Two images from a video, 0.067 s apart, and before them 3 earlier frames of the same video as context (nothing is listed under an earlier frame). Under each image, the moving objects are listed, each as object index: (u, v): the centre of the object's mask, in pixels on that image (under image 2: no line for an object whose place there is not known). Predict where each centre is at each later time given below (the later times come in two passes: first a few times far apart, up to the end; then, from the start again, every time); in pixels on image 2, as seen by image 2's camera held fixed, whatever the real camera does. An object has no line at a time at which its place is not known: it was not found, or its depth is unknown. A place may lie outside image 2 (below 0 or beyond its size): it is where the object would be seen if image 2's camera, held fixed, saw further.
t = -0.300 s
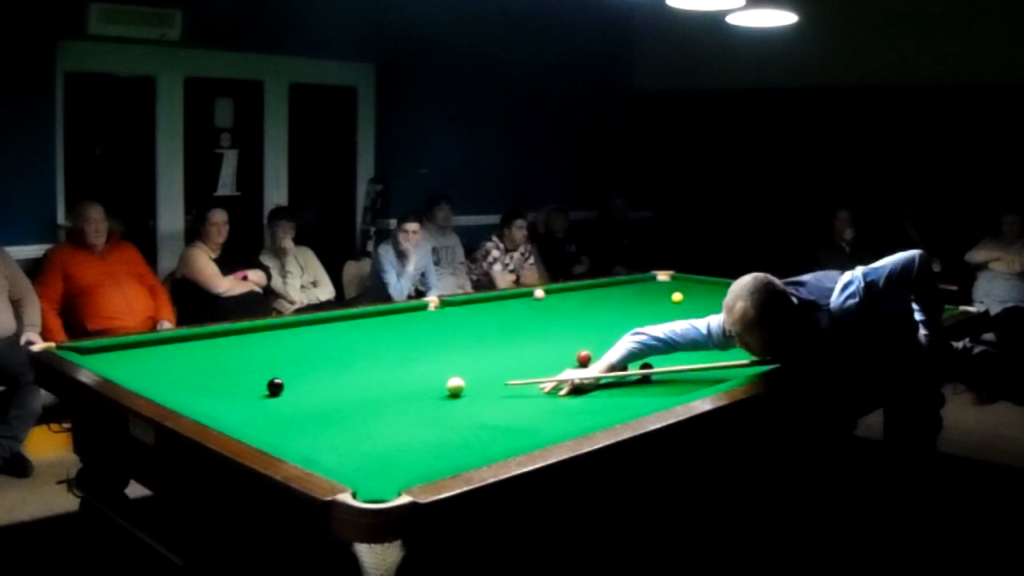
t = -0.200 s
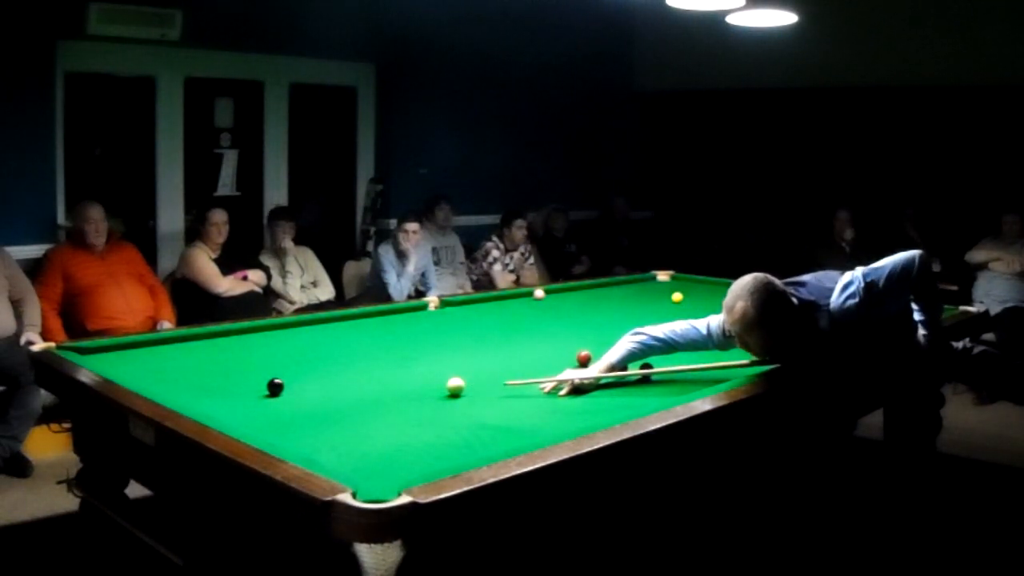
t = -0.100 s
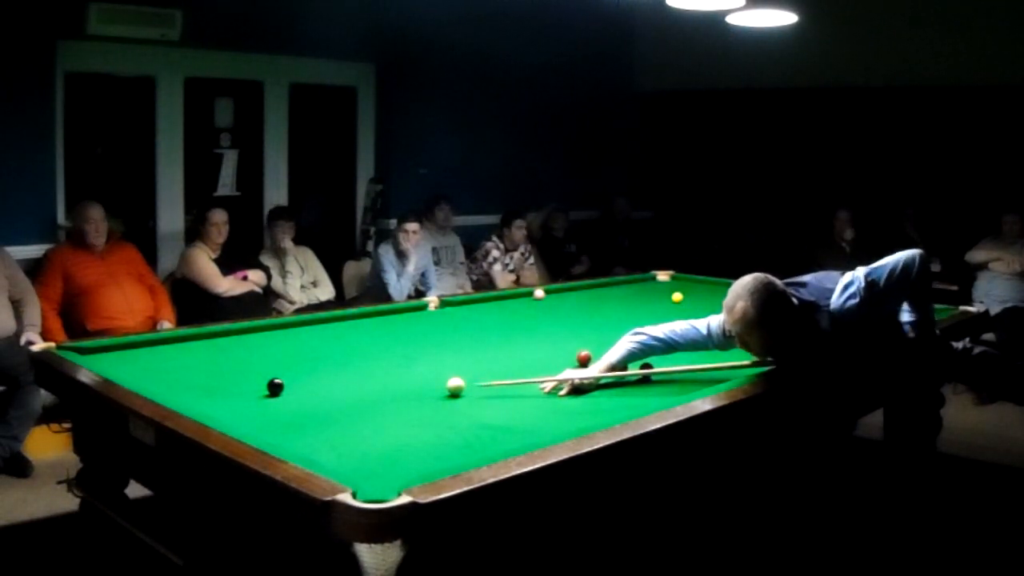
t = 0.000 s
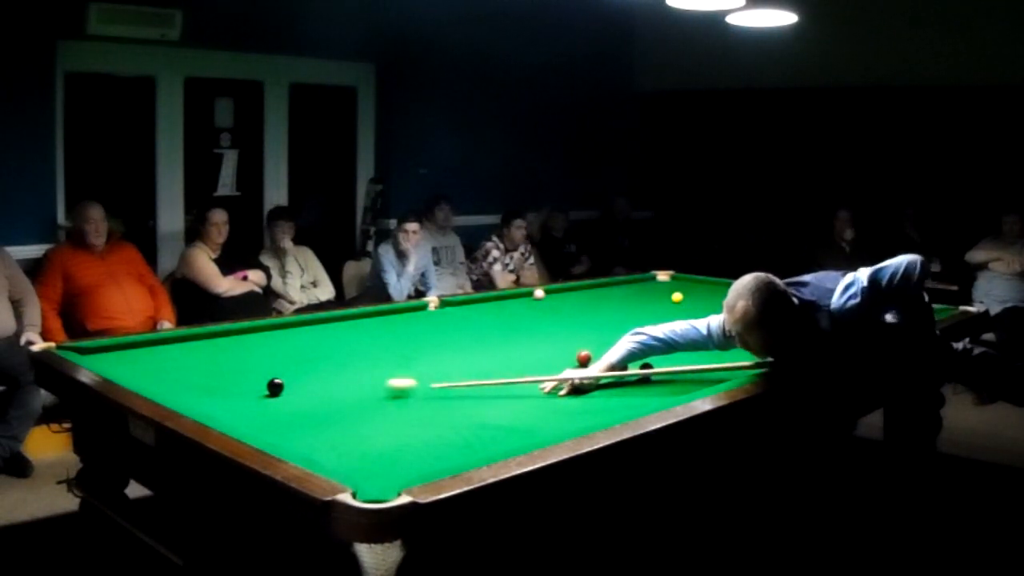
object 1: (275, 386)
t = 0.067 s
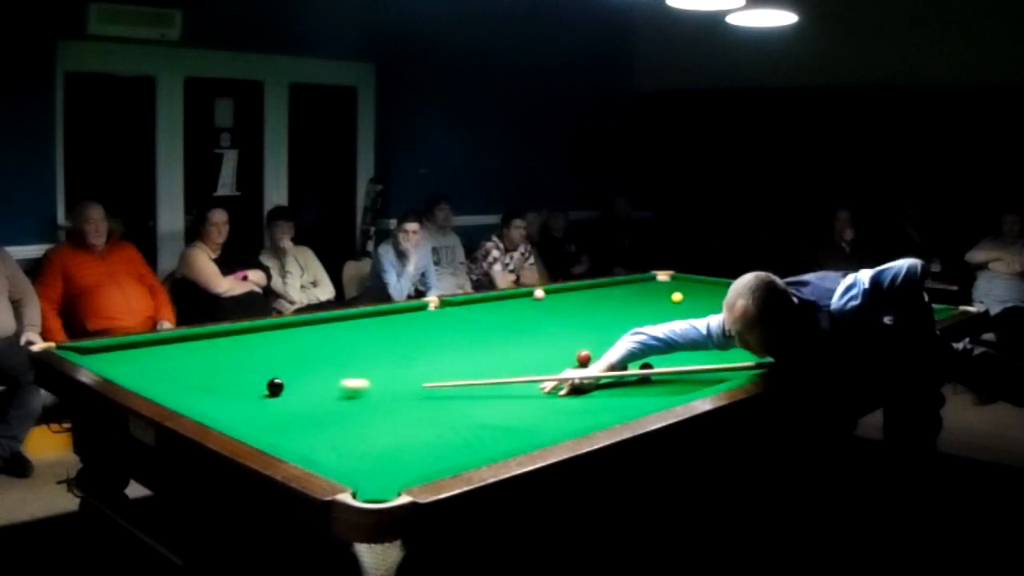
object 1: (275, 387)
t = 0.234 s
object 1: (252, 382)
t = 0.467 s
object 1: (190, 373)
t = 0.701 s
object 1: (143, 364)
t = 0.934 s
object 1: (101, 357)
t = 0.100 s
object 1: (275, 386)
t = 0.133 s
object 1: (275, 387)
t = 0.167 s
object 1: (273, 386)
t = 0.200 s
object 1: (263, 384)
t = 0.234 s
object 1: (252, 382)
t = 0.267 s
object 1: (240, 380)
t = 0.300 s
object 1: (231, 379)
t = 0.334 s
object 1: (221, 378)
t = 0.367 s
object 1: (213, 376)
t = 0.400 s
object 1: (205, 375)
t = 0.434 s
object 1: (198, 374)
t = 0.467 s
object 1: (190, 373)
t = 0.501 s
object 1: (183, 371)
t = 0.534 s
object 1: (176, 370)
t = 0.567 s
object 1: (169, 369)
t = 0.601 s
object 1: (163, 368)
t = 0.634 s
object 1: (156, 366)
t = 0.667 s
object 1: (149, 365)
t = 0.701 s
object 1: (143, 364)
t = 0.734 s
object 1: (136, 363)
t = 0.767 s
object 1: (130, 362)
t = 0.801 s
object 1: (124, 361)
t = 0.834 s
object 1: (118, 359)
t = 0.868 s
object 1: (112, 359)
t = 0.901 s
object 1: (106, 358)
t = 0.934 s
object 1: (101, 357)
